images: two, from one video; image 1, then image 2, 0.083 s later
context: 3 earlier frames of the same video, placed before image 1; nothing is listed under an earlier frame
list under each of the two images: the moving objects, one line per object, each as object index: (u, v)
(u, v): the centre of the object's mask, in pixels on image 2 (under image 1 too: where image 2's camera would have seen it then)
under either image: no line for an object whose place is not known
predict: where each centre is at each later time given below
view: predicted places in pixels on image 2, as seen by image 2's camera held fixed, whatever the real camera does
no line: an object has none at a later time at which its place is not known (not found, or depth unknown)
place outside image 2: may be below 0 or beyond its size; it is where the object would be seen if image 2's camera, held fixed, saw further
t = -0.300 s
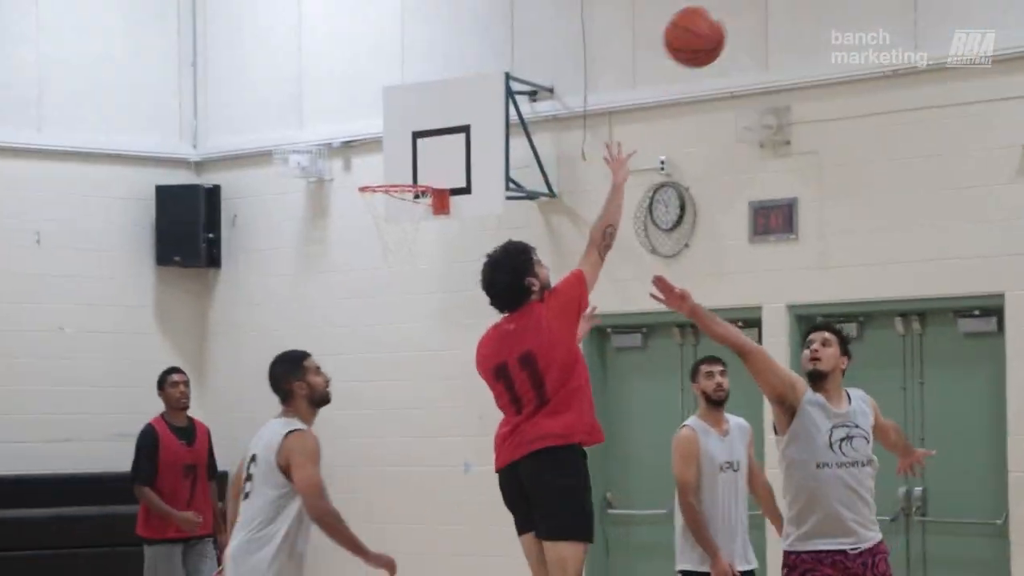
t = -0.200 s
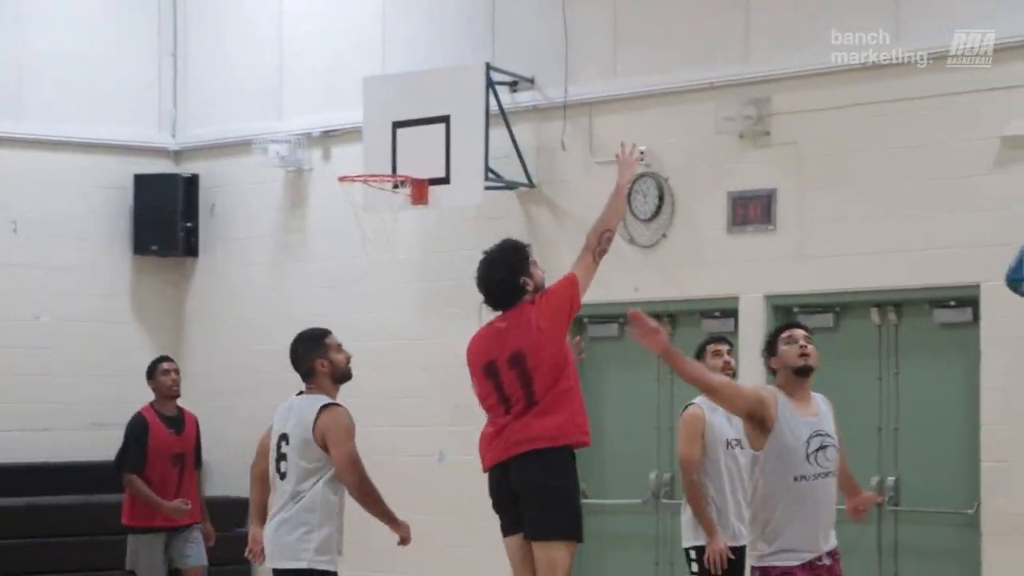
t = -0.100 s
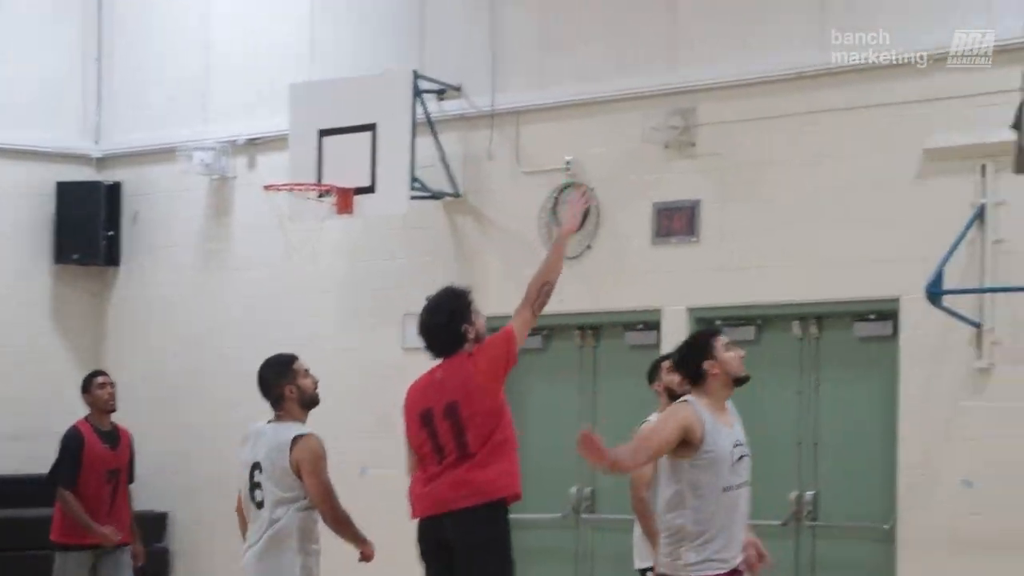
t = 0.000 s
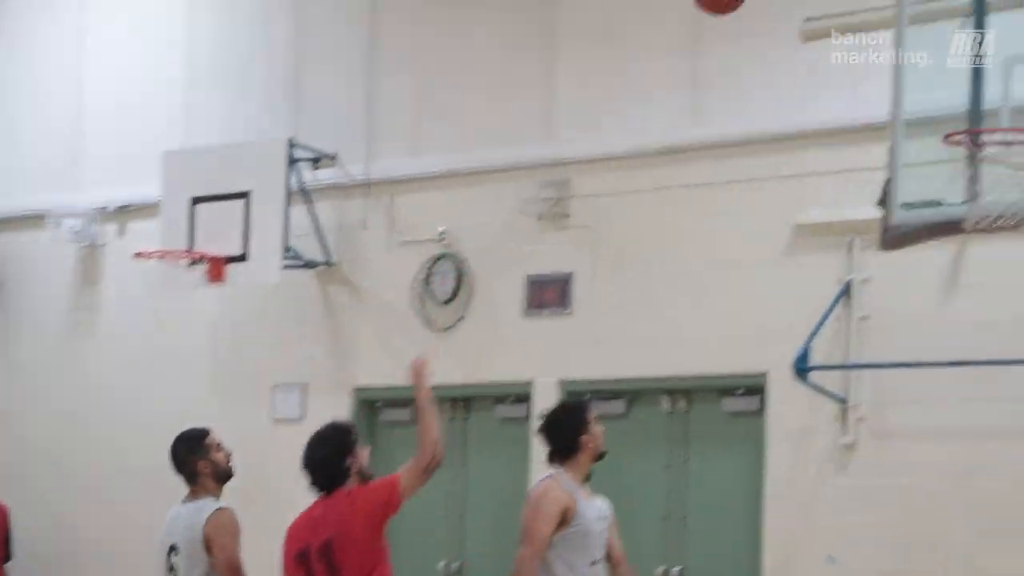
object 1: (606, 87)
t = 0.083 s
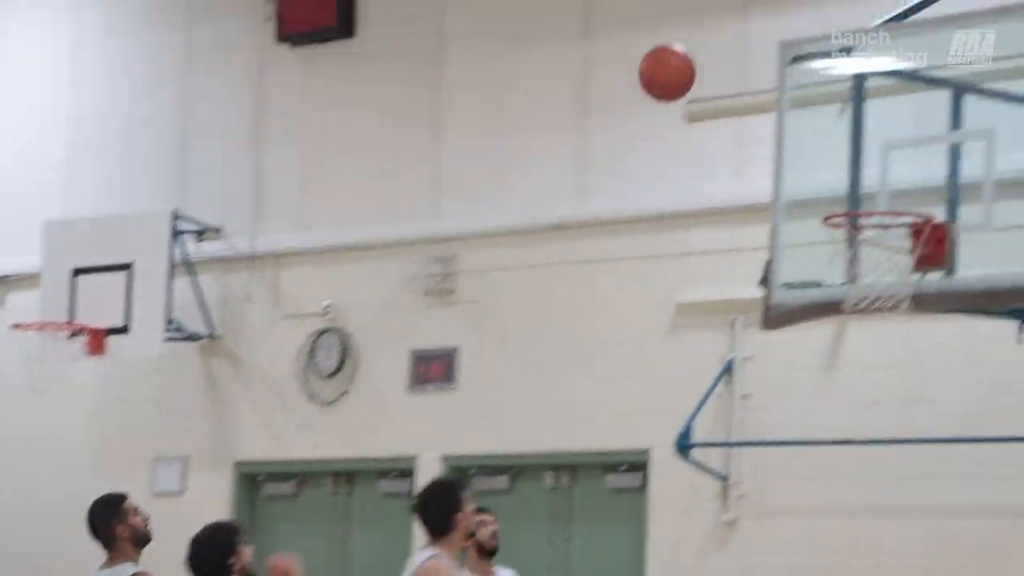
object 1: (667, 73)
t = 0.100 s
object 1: (679, 75)
